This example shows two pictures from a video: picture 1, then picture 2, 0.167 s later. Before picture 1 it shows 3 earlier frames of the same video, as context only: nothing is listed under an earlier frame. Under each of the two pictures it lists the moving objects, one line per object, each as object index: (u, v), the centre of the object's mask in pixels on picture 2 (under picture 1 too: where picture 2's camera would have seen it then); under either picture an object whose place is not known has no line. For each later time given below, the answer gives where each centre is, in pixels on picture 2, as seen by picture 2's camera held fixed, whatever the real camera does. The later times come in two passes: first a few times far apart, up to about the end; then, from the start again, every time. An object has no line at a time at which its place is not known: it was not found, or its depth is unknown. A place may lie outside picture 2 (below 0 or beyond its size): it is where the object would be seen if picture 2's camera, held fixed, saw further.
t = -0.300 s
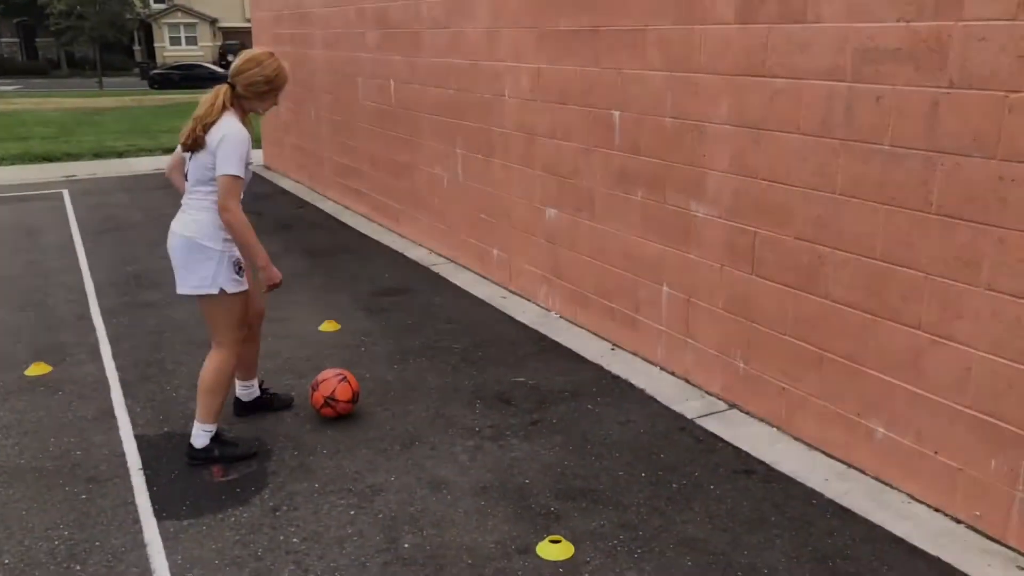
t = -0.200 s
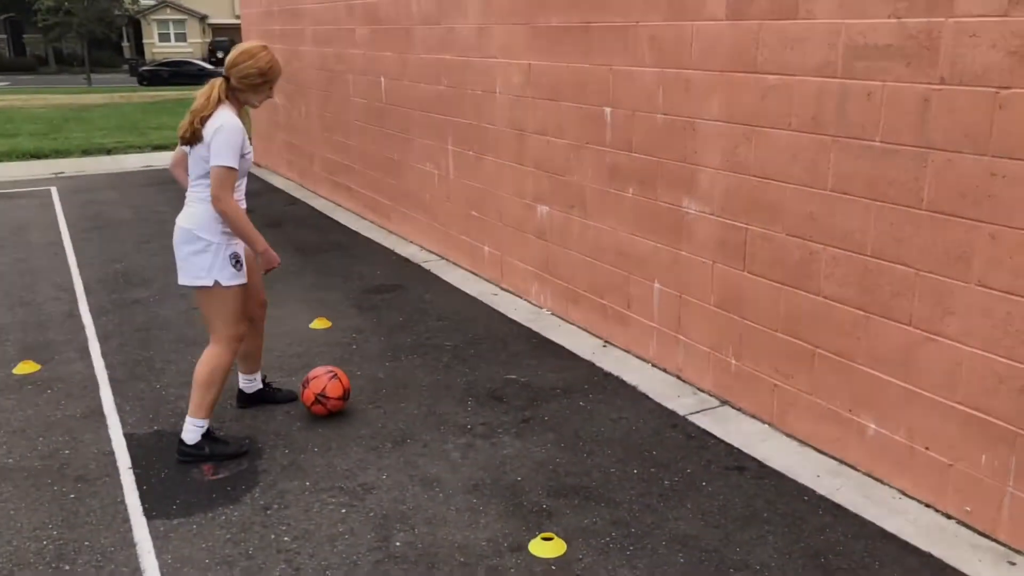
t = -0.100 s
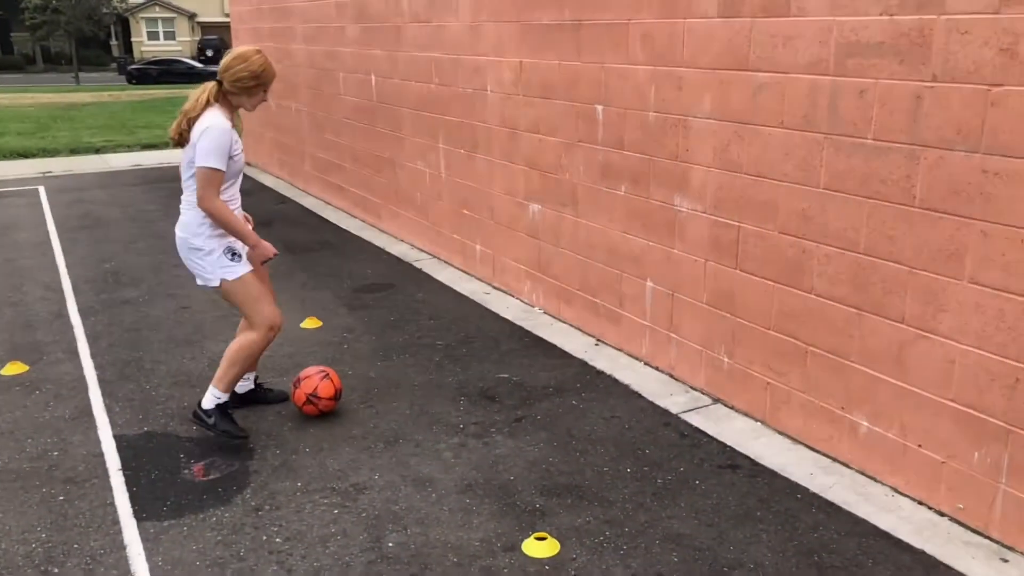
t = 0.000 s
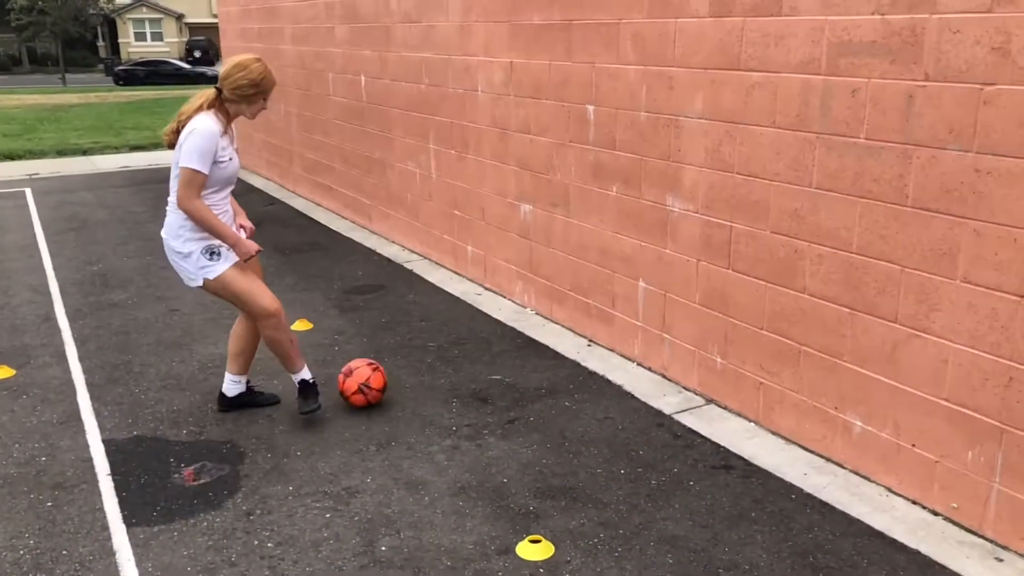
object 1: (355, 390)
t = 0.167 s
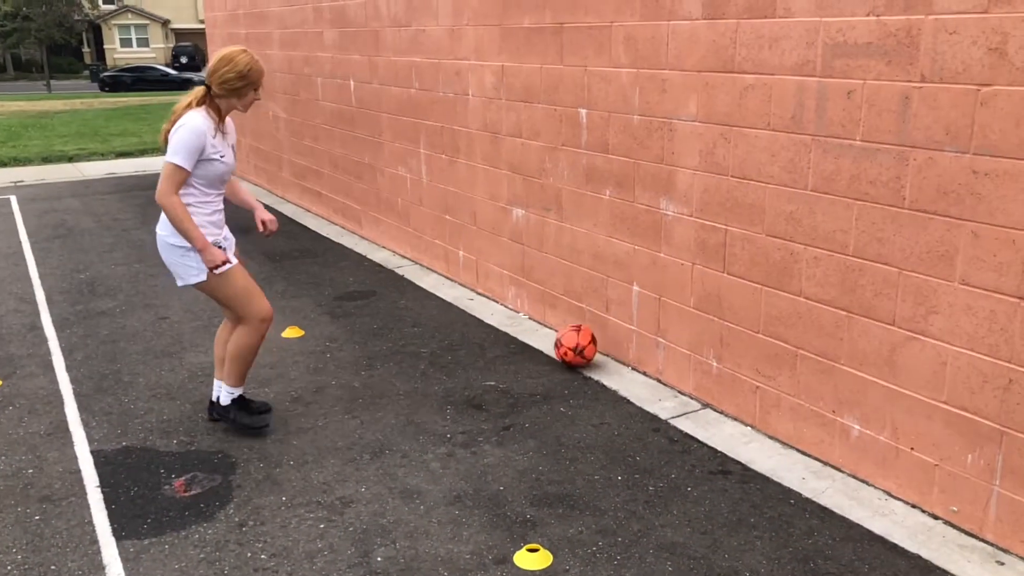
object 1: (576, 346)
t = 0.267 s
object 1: (544, 352)
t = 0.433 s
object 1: (425, 392)
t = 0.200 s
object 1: (595, 341)
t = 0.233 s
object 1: (570, 344)
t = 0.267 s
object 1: (544, 352)
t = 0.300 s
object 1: (518, 363)
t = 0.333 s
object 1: (494, 369)
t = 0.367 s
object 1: (470, 374)
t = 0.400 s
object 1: (447, 383)
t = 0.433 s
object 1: (425, 392)
